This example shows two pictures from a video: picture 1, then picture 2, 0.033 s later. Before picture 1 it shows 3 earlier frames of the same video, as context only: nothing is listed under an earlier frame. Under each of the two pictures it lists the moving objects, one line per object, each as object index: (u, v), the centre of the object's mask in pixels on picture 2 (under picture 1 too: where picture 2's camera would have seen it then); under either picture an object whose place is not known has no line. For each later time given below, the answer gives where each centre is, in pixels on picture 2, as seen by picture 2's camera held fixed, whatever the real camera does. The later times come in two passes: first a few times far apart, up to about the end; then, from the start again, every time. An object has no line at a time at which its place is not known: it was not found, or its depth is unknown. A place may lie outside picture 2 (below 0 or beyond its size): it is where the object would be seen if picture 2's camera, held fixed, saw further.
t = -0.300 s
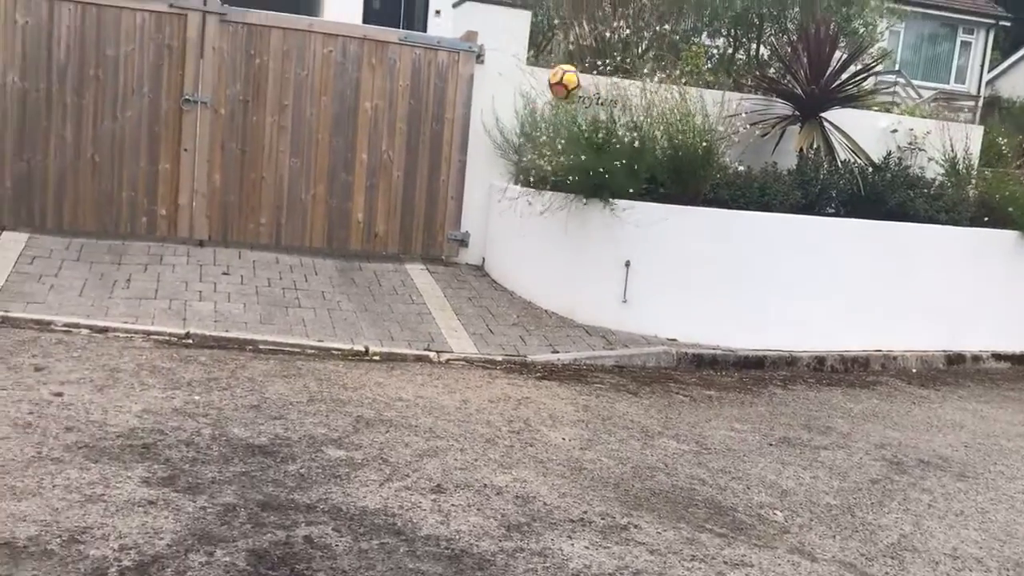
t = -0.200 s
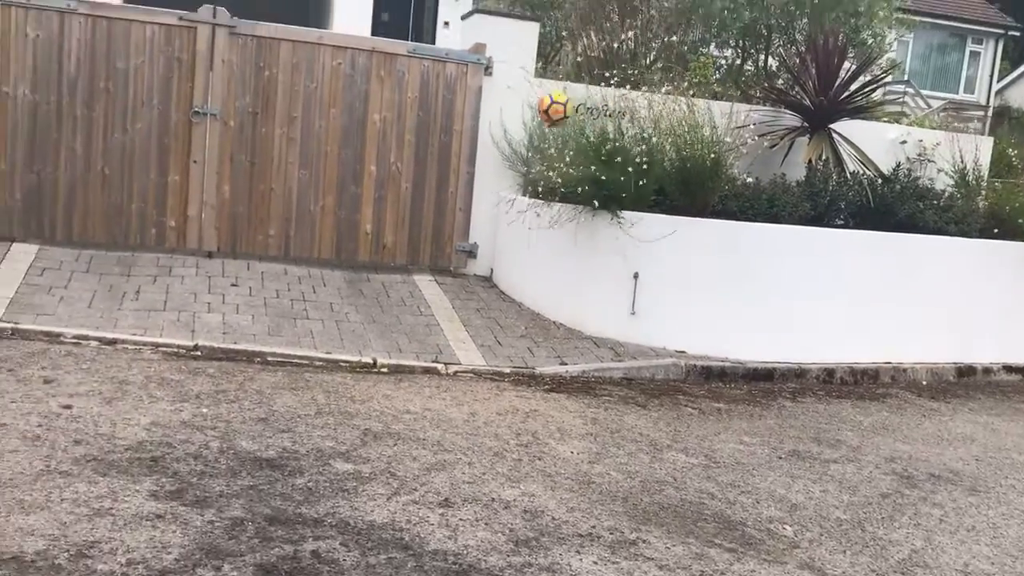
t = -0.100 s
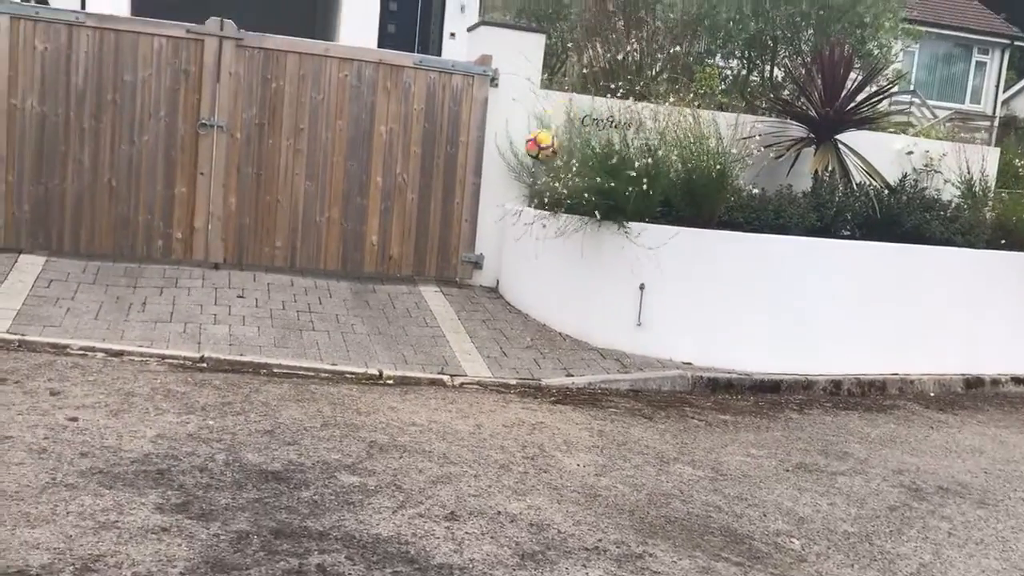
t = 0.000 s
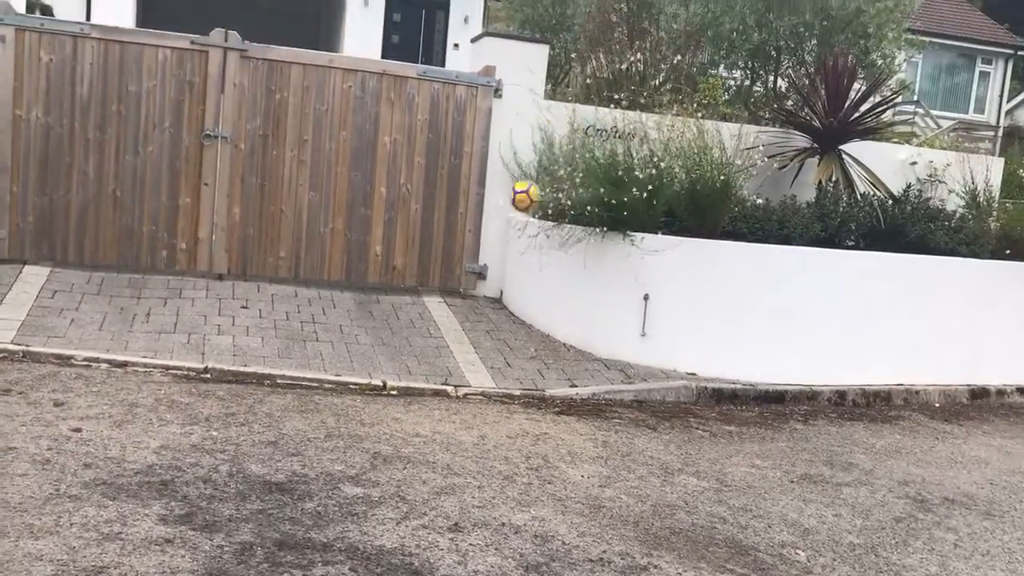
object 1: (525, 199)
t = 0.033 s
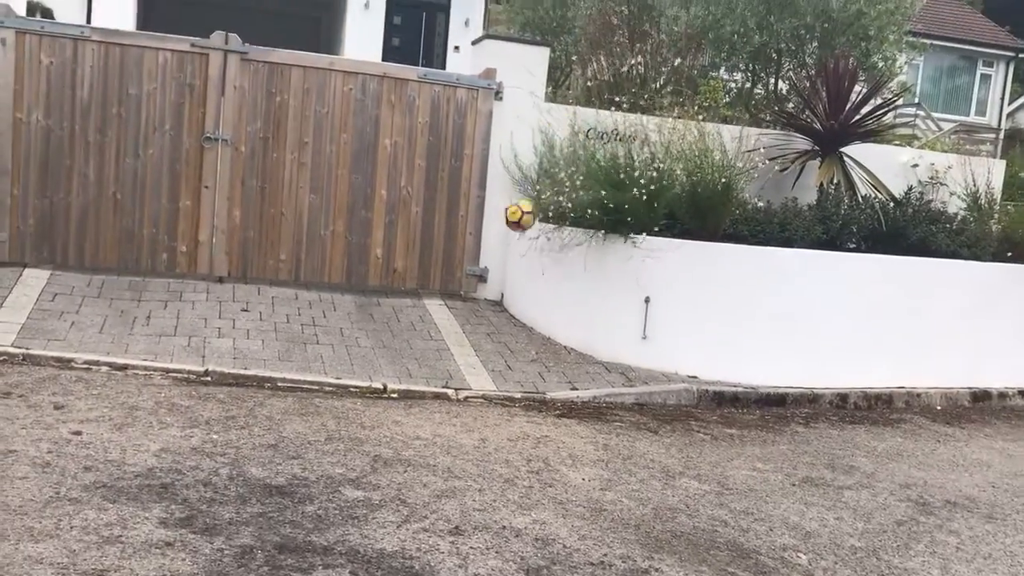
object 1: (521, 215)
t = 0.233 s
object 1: (485, 296)
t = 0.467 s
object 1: (467, 204)
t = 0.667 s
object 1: (445, 187)
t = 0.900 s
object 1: (414, 243)
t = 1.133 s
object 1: (383, 280)
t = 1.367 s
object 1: (351, 242)
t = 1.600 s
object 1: (308, 289)
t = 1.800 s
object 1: (276, 308)
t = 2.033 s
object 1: (246, 302)
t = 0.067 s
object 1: (512, 234)
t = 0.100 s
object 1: (506, 253)
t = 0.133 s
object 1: (499, 274)
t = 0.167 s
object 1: (491, 295)
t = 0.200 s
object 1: (486, 315)
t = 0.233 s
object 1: (485, 296)
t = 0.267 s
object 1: (482, 279)
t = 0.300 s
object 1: (480, 264)
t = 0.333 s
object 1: (478, 248)
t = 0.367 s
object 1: (475, 234)
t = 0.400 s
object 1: (472, 223)
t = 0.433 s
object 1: (470, 212)
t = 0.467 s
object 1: (467, 204)
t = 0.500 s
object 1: (463, 196)
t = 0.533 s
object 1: (460, 191)
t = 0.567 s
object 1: (456, 188)
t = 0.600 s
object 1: (453, 186)
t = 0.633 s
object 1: (449, 186)
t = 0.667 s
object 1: (445, 187)
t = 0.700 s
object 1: (441, 190)
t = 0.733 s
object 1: (438, 195)
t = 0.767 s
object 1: (433, 202)
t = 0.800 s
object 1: (428, 210)
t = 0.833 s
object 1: (424, 219)
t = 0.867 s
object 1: (419, 231)
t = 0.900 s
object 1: (414, 243)
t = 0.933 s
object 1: (409, 259)
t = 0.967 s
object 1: (404, 274)
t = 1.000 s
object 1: (398, 291)
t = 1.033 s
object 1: (393, 311)
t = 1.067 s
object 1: (389, 305)
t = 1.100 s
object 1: (386, 291)
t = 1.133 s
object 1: (383, 280)
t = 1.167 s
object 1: (379, 270)
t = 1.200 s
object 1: (375, 260)
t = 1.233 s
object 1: (370, 254)
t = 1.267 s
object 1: (366, 248)
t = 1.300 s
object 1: (362, 244)
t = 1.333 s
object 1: (355, 242)
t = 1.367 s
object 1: (351, 242)
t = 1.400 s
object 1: (346, 243)
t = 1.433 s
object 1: (340, 246)
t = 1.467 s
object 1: (334, 251)
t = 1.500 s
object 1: (328, 258)
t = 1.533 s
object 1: (322, 267)
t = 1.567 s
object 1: (315, 278)
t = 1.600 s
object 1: (308, 289)
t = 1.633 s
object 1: (301, 304)
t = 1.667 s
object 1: (295, 321)
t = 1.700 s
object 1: (287, 337)
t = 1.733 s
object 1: (284, 326)
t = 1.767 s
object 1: (280, 315)
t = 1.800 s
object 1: (276, 308)
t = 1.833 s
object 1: (273, 301)
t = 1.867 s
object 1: (269, 296)
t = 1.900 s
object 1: (265, 294)
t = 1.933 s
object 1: (261, 293)
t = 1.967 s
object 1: (256, 294)
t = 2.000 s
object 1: (251, 297)
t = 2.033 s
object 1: (246, 302)
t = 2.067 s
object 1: (241, 309)
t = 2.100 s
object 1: (235, 319)
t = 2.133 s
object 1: (229, 331)
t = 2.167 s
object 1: (223, 345)
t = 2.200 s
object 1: (216, 360)
